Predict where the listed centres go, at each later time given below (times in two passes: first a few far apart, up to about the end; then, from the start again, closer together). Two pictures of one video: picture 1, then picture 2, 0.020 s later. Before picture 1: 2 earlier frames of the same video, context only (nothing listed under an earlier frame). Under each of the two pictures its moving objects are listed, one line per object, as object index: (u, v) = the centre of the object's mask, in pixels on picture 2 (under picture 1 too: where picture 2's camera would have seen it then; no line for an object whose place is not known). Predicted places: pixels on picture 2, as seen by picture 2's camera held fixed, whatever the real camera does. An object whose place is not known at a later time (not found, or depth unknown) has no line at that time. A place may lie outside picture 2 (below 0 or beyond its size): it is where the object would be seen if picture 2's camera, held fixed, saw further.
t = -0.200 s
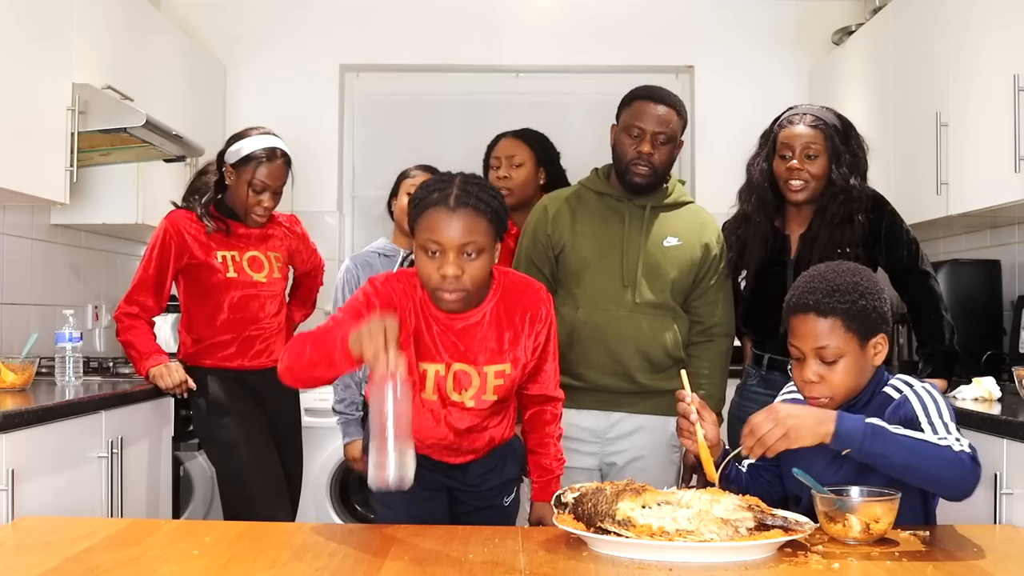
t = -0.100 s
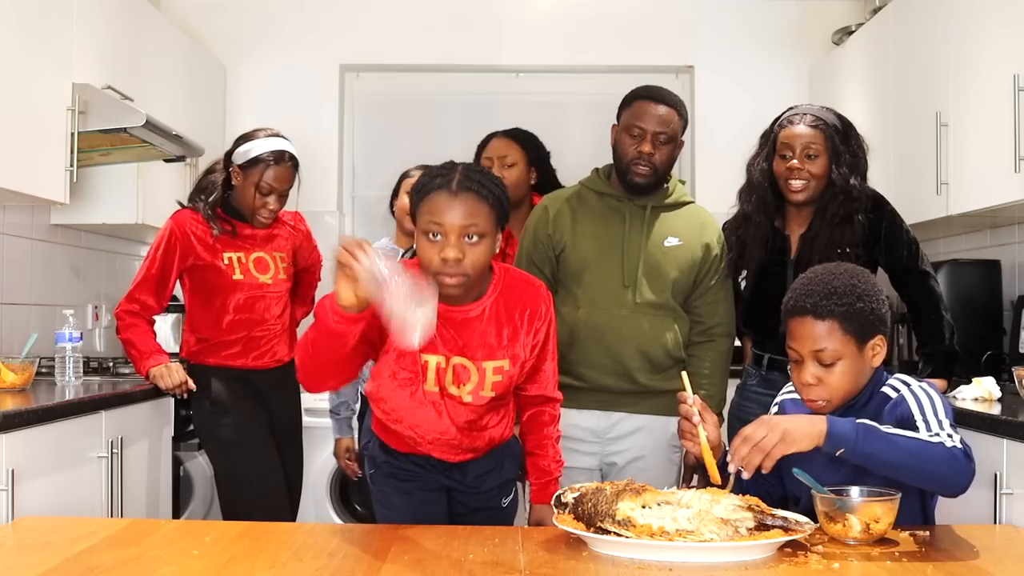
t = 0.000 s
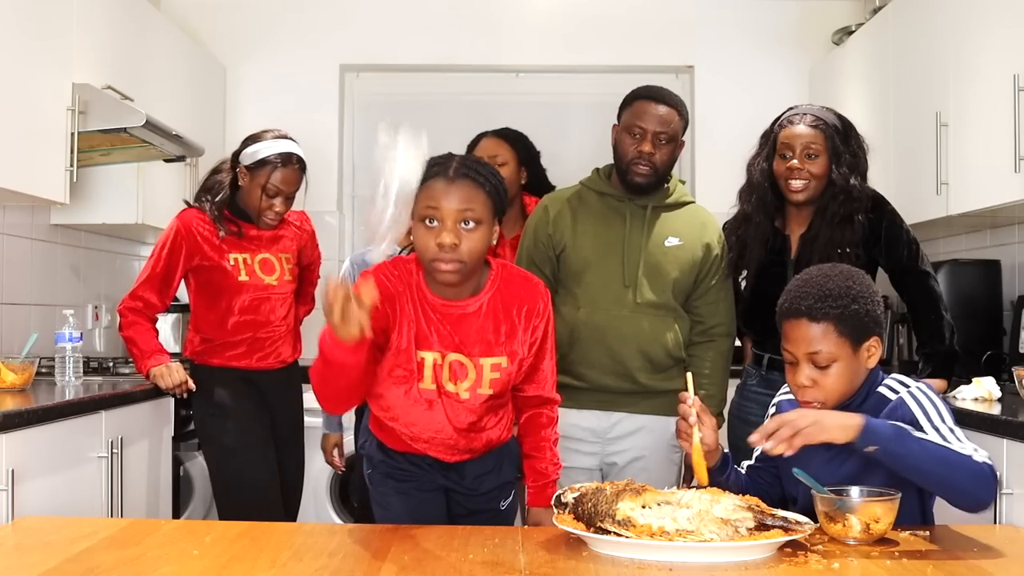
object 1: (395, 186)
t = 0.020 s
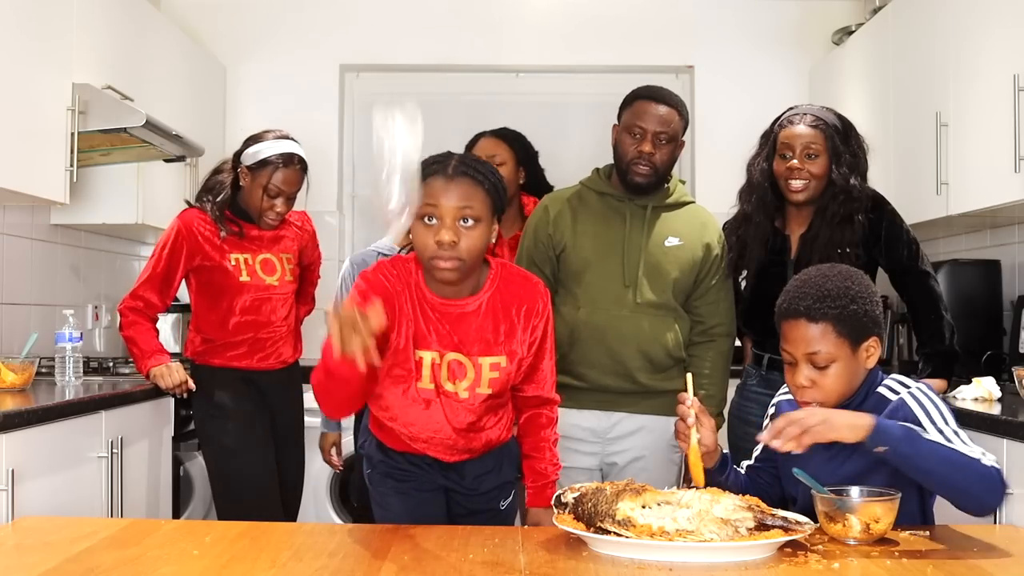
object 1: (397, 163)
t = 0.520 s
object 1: (321, 500)
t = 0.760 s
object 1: (307, 534)
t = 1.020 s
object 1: (315, 532)
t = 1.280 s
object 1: (310, 533)
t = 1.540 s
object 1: (302, 534)
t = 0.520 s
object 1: (321, 500)
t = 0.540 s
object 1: (315, 525)
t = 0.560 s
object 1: (316, 537)
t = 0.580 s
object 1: (313, 531)
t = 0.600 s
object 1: (313, 527)
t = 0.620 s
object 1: (312, 525)
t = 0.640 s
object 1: (310, 524)
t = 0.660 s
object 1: (309, 525)
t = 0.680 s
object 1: (308, 526)
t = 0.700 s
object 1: (308, 530)
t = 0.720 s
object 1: (305, 534)
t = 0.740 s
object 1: (305, 534)
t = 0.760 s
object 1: (307, 534)
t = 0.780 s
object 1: (308, 534)
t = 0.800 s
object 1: (310, 534)
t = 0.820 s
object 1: (312, 533)
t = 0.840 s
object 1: (313, 533)
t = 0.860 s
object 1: (313, 533)
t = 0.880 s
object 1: (313, 533)
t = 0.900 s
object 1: (312, 533)
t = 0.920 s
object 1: (312, 533)
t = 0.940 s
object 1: (312, 532)
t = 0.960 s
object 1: (313, 532)
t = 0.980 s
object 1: (313, 532)
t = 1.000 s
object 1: (314, 532)
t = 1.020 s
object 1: (315, 532)
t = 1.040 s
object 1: (316, 531)
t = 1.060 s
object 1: (315, 532)
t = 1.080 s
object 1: (315, 532)
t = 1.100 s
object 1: (314, 532)
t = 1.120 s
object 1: (314, 532)
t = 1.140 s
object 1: (313, 532)
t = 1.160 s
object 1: (312, 532)
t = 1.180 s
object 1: (312, 533)
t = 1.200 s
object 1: (312, 533)
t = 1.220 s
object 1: (312, 533)
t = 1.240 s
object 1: (311, 533)
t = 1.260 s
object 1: (311, 533)
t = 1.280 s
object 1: (310, 533)
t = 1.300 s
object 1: (309, 533)
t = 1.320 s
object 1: (308, 533)
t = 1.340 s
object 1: (307, 533)
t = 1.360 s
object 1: (306, 533)
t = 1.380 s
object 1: (306, 533)
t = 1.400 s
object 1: (305, 533)
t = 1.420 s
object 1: (305, 533)
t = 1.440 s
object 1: (304, 533)
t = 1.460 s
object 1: (304, 534)
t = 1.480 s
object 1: (303, 534)
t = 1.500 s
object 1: (303, 534)
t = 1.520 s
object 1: (303, 534)
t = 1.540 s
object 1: (302, 534)
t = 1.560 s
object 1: (302, 534)
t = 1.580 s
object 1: (301, 534)
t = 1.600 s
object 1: (301, 534)
